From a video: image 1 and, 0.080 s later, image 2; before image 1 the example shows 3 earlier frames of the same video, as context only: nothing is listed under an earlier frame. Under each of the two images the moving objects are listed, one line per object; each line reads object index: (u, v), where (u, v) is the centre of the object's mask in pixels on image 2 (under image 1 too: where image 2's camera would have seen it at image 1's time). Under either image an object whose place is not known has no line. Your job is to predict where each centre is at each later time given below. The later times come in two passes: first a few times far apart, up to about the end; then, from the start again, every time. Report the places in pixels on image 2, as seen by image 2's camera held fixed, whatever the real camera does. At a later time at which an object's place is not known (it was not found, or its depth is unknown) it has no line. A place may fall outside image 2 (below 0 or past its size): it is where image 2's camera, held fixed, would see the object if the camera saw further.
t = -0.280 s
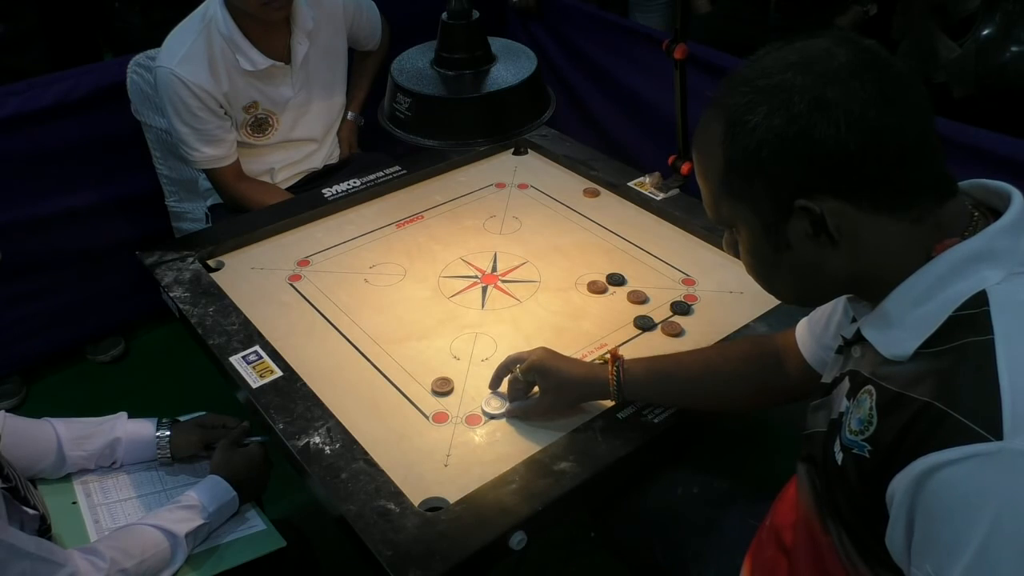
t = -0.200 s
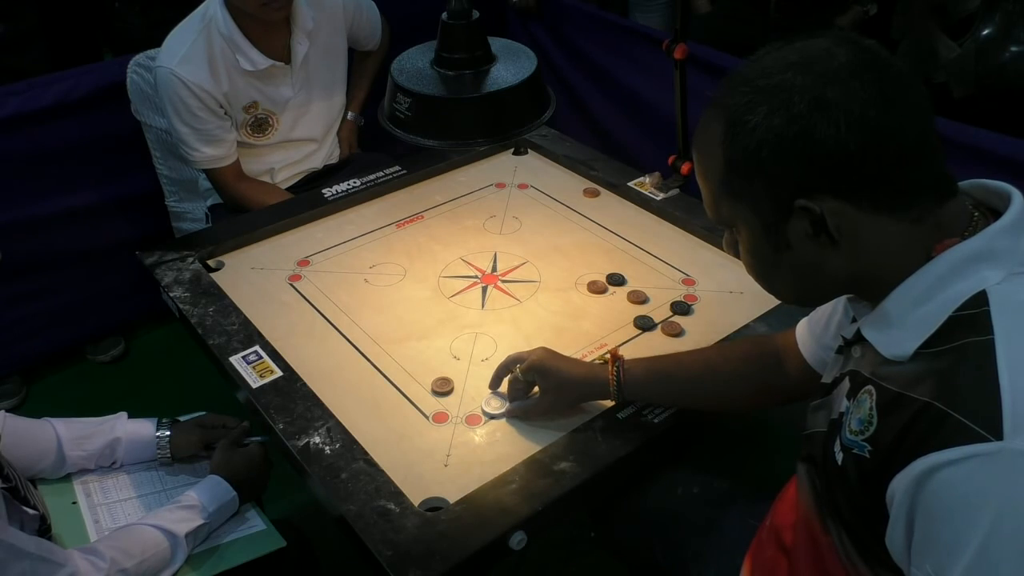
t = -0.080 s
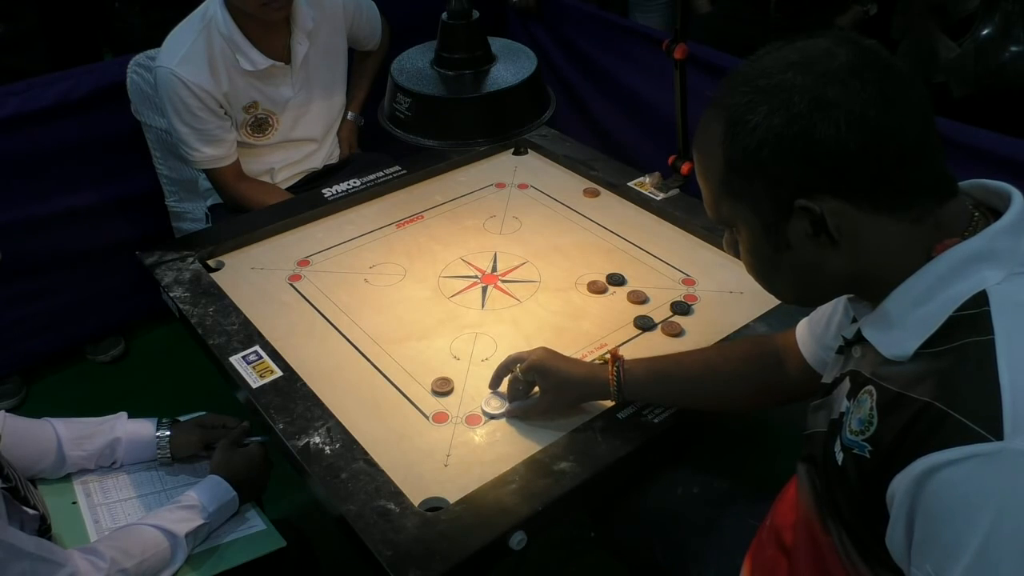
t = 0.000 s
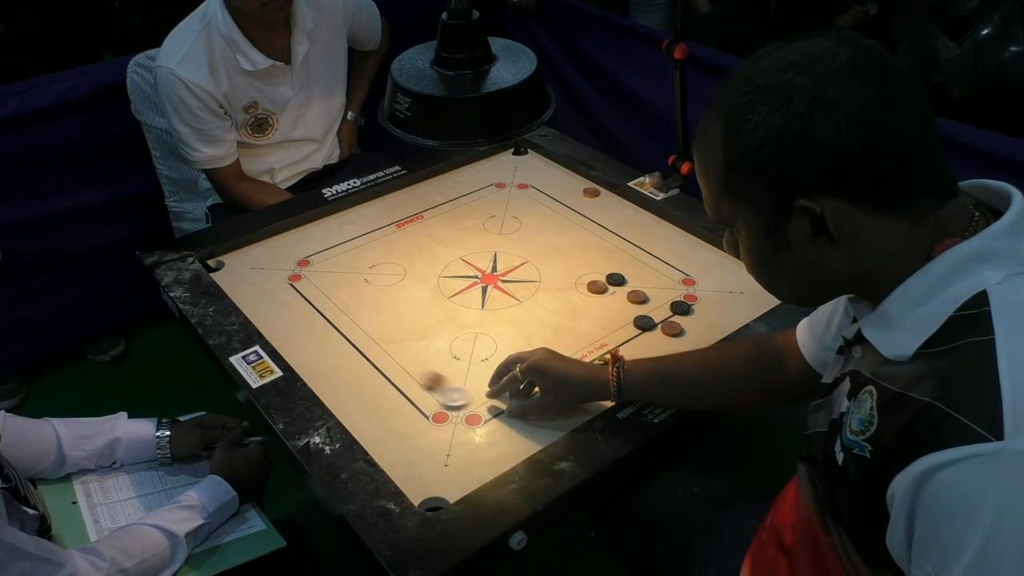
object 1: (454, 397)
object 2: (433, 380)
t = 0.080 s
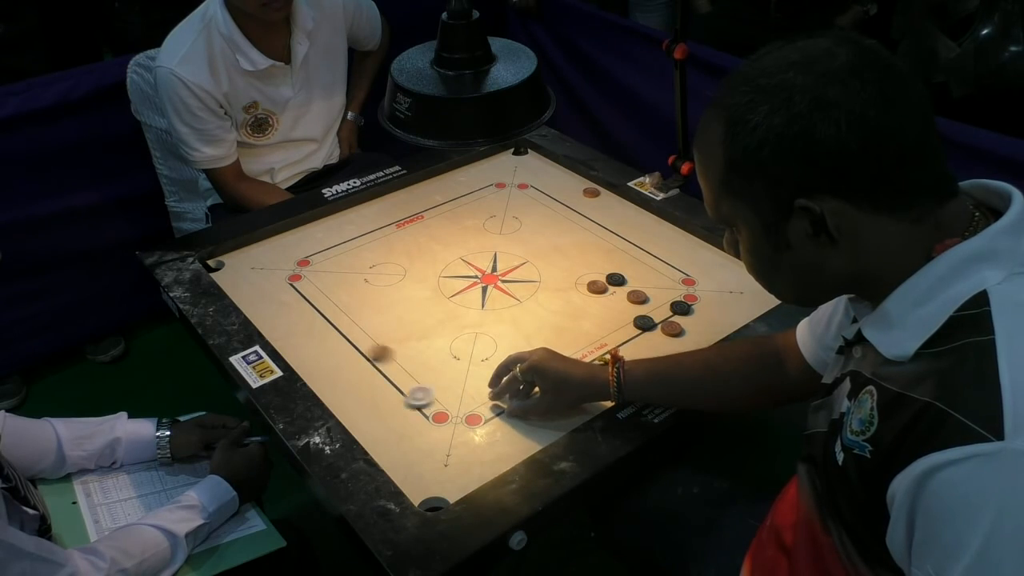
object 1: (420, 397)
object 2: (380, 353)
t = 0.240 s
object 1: (363, 396)
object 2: (294, 310)
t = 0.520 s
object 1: (334, 387)
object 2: (214, 266)
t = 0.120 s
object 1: (403, 396)
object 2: (356, 341)
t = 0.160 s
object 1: (389, 396)
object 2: (334, 329)
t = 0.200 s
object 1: (376, 396)
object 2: (313, 320)
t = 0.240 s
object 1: (363, 396)
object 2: (294, 310)
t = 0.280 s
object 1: (352, 396)
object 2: (277, 301)
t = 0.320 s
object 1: (343, 396)
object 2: (261, 293)
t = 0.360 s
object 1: (335, 395)
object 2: (247, 285)
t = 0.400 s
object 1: (332, 394)
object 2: (234, 279)
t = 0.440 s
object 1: (333, 391)
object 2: (223, 273)
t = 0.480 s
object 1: (334, 389)
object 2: (214, 266)
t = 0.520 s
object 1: (334, 387)
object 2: (214, 266)
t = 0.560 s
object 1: (335, 386)
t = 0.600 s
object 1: (335, 387)
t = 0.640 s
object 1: (335, 387)
